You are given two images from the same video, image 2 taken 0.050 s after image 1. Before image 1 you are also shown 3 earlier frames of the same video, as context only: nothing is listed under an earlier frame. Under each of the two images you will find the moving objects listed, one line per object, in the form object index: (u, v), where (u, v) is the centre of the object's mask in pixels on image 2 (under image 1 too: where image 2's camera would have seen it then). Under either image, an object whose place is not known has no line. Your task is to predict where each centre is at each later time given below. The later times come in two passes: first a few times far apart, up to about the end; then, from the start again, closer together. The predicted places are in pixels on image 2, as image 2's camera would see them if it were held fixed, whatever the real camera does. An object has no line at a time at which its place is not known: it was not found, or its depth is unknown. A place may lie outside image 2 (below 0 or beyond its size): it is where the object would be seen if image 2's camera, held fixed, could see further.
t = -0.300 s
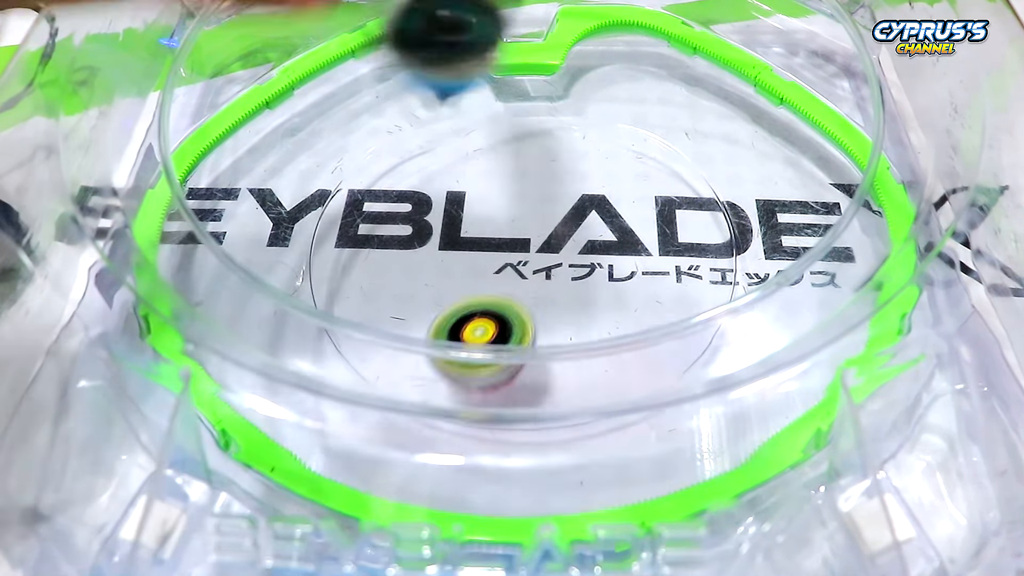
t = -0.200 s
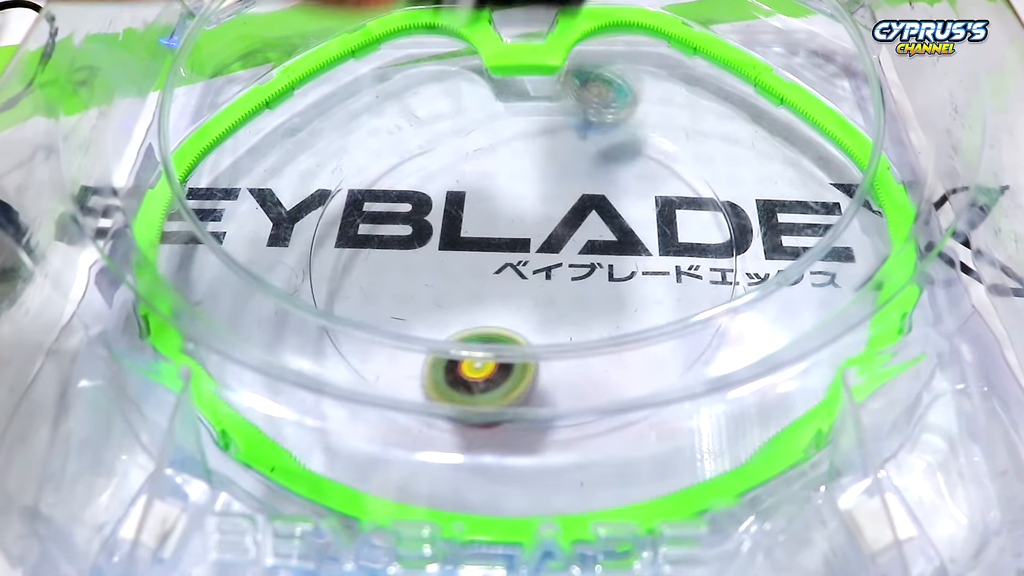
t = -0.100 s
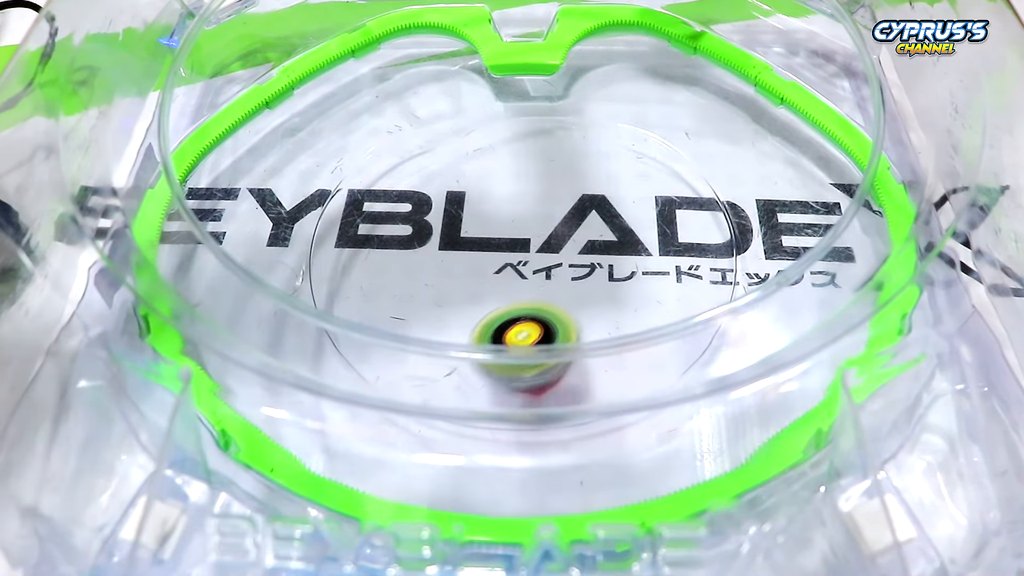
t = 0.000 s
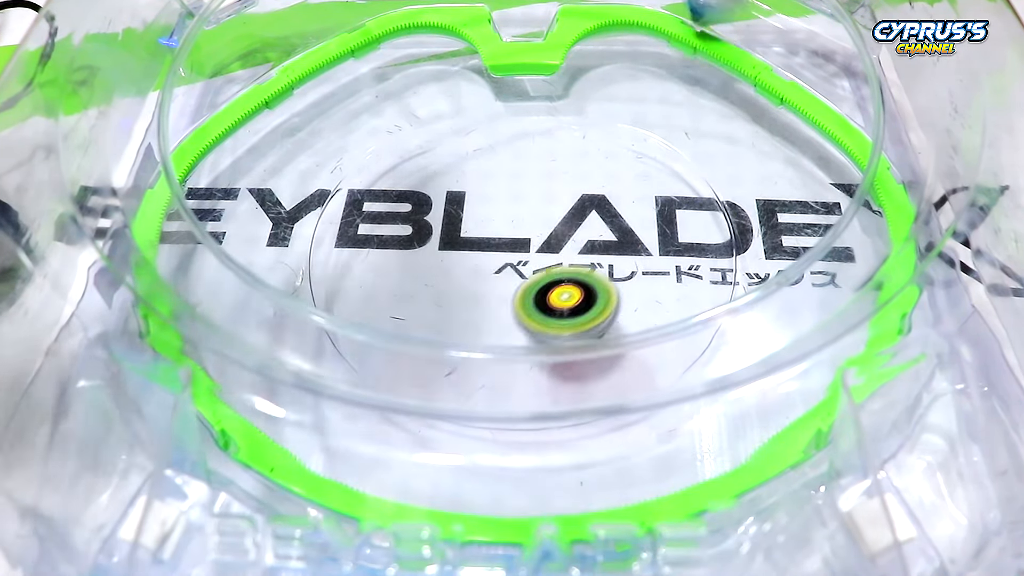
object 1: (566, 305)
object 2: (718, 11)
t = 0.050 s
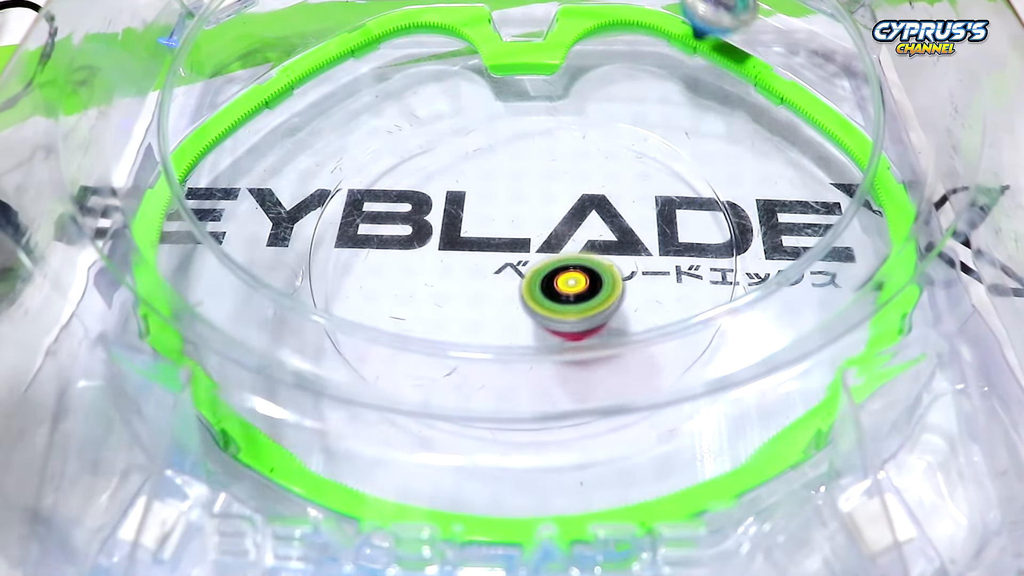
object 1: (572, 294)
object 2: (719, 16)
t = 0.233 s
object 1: (484, 272)
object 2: (677, 167)
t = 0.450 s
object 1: (389, 340)
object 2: (518, 310)
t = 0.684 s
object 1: (437, 61)
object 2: (852, 229)
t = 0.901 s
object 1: (636, 31)
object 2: (773, 130)
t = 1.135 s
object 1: (438, 246)
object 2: (838, 123)
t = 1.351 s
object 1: (285, 247)
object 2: (843, 171)
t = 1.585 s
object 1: (212, 162)
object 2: (832, 233)
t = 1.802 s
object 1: (366, 72)
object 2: (797, 275)
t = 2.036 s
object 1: (433, 29)
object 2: (714, 306)
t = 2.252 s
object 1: (478, 58)
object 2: (558, 280)
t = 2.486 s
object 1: (539, 109)
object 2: (436, 237)
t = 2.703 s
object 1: (597, 179)
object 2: (427, 267)
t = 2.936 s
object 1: (578, 248)
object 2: (488, 299)
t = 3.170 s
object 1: (623, 250)
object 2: (452, 299)
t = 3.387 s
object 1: (647, 238)
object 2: (449, 246)
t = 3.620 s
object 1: (592, 259)
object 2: (436, 203)
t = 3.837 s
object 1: (495, 295)
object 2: (422, 188)
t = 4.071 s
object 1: (421, 328)
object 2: (422, 189)
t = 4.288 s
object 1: (389, 332)
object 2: (462, 186)
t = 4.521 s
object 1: (436, 259)
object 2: (518, 158)
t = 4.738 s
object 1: (453, 213)
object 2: (556, 109)
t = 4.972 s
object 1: (337, 217)
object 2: (655, 46)
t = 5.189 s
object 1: (398, 121)
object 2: (637, 28)
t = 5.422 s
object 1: (536, 113)
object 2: (656, 22)
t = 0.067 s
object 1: (571, 290)
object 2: (719, 21)
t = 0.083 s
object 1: (568, 287)
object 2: (717, 30)
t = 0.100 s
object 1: (563, 283)
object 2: (712, 49)
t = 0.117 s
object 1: (558, 280)
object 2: (710, 75)
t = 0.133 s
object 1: (550, 277)
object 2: (707, 82)
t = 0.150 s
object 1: (541, 275)
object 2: (705, 86)
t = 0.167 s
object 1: (531, 273)
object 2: (701, 93)
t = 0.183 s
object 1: (520, 272)
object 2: (696, 108)
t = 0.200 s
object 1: (509, 271)
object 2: (690, 123)
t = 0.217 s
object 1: (497, 271)
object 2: (685, 147)
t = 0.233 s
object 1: (484, 272)
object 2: (677, 167)
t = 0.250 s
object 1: (472, 274)
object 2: (670, 176)
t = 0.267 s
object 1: (460, 275)
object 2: (659, 191)
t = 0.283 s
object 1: (448, 278)
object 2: (649, 210)
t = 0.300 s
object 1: (437, 282)
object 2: (639, 221)
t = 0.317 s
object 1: (428, 285)
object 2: (628, 236)
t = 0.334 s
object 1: (418, 291)
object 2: (612, 253)
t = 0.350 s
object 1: (410, 294)
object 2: (600, 260)
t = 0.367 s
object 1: (404, 297)
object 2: (588, 275)
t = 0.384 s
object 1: (399, 301)
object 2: (574, 288)
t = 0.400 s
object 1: (396, 305)
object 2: (560, 295)
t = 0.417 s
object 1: (393, 318)
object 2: (545, 300)
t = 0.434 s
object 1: (389, 331)
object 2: (530, 305)
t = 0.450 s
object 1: (389, 340)
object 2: (518, 310)
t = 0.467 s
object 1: (391, 349)
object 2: (505, 313)
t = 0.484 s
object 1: (392, 334)
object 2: (502, 316)
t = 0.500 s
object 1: (348, 281)
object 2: (532, 305)
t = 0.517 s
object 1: (295, 249)
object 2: (563, 289)
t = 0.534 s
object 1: (249, 212)
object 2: (598, 273)
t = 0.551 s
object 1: (263, 197)
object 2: (632, 264)
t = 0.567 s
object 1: (288, 186)
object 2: (664, 256)
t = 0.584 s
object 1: (311, 185)
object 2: (701, 251)
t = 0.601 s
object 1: (337, 184)
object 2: (731, 253)
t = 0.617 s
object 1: (356, 187)
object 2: (757, 255)
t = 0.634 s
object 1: (382, 163)
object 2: (786, 264)
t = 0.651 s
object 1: (399, 123)
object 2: (816, 250)
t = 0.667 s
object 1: (419, 89)
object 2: (833, 240)
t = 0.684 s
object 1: (437, 61)
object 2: (852, 229)
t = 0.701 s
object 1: (460, 38)
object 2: (869, 226)
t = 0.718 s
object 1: (482, 19)
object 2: (892, 230)
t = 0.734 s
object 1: (502, 14)
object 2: (897, 226)
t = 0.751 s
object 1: (522, 9)
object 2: (890, 215)
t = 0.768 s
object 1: (542, 8)
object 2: (870, 204)
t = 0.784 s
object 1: (558, 8)
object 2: (854, 198)
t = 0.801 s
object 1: (568, 9)
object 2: (841, 183)
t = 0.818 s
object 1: (577, 7)
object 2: (826, 174)
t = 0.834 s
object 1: (587, 8)
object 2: (818, 168)
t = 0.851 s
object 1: (598, 10)
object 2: (806, 157)
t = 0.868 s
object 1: (612, 14)
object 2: (794, 145)
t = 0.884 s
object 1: (626, 20)
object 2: (783, 139)
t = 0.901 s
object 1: (636, 31)
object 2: (773, 130)
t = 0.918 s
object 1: (647, 59)
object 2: (762, 122)
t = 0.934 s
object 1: (659, 84)
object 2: (753, 114)
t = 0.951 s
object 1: (653, 106)
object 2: (761, 114)
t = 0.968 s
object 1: (634, 119)
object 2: (774, 104)
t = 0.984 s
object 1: (614, 136)
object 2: (786, 98)
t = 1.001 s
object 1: (594, 158)
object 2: (799, 95)
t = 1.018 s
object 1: (573, 185)
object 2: (809, 97)
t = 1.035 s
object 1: (552, 209)
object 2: (819, 103)
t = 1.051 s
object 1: (537, 206)
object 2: (826, 114)
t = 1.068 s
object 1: (515, 206)
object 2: (832, 113)
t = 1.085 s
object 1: (495, 209)
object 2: (837, 112)
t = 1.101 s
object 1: (478, 218)
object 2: (839, 115)
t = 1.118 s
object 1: (456, 229)
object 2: (837, 121)
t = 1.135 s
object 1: (438, 246)
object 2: (838, 123)
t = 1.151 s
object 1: (419, 255)
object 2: (837, 126)
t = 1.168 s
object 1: (401, 255)
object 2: (837, 129)
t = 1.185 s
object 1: (382, 260)
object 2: (838, 132)
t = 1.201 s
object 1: (365, 260)
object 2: (839, 136)
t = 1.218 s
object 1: (346, 262)
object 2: (841, 140)
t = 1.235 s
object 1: (331, 261)
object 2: (842, 143)
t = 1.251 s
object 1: (323, 257)
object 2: (842, 147)
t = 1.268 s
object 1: (317, 256)
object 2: (843, 151)
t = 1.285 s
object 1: (312, 258)
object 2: (843, 155)
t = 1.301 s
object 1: (306, 255)
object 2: (843, 159)
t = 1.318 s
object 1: (299, 253)
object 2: (844, 163)
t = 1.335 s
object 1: (293, 252)
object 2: (844, 166)
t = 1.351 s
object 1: (285, 247)
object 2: (843, 171)
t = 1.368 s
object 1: (278, 244)
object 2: (844, 175)
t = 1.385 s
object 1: (272, 240)
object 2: (843, 179)
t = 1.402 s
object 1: (263, 234)
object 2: (843, 183)
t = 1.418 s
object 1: (256, 229)
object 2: (843, 188)
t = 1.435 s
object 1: (248, 222)
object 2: (842, 193)
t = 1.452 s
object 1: (242, 217)
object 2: (841, 197)
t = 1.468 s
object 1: (232, 208)
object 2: (840, 202)
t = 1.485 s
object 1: (225, 201)
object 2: (839, 206)
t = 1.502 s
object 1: (218, 194)
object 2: (838, 211)
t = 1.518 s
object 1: (212, 184)
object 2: (837, 216)
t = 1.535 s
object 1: (206, 179)
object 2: (836, 220)
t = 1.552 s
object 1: (189, 166)
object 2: (834, 224)
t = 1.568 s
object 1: (202, 164)
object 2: (834, 228)
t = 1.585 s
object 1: (212, 162)
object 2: (832, 233)
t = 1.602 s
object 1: (228, 151)
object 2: (831, 237)
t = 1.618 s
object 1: (242, 142)
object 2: (830, 240)
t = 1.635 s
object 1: (257, 138)
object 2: (828, 244)
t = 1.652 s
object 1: (273, 134)
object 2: (825, 248)
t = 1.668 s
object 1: (285, 124)
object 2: (824, 251)
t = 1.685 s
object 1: (297, 116)
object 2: (820, 254)
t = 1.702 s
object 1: (310, 113)
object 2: (817, 258)
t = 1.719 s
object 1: (321, 105)
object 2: (814, 261)
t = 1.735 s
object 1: (331, 98)
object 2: (810, 265)
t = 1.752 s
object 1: (341, 92)
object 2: (808, 267)
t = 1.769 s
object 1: (351, 86)
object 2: (804, 270)
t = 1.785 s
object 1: (358, 77)
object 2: (801, 272)
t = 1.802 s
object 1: (366, 72)
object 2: (797, 275)
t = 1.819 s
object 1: (373, 66)
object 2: (794, 278)
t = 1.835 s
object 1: (379, 58)
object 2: (790, 281)
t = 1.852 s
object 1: (386, 53)
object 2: (786, 282)
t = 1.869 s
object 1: (391, 45)
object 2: (781, 283)
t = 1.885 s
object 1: (396, 39)
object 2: (777, 283)
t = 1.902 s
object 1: (402, 33)
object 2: (771, 285)
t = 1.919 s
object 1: (407, 28)
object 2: (765, 289)
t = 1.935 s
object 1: (413, 25)
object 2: (758, 296)
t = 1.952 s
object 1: (416, 20)
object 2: (752, 297)
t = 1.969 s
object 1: (421, 19)
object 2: (745, 299)
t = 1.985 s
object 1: (423, 19)
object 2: (738, 300)
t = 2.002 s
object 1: (426, 22)
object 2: (731, 303)
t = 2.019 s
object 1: (430, 26)
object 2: (722, 305)
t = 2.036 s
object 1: (433, 29)
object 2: (714, 306)
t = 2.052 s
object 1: (435, 30)
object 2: (703, 307)
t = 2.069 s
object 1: (438, 33)
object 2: (695, 309)
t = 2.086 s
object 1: (441, 34)
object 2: (685, 311)
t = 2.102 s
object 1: (445, 37)
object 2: (670, 300)
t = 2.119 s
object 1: (449, 40)
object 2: (659, 300)
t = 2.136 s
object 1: (452, 43)
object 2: (648, 301)
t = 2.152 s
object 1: (456, 45)
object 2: (635, 300)
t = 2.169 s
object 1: (460, 47)
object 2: (623, 298)
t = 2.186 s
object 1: (464, 50)
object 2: (610, 298)
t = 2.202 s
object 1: (467, 50)
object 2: (596, 294)
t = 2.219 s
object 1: (470, 52)
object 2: (583, 290)
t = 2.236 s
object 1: (475, 57)
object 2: (570, 285)
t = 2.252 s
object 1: (478, 58)
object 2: (558, 280)
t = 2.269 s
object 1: (481, 55)
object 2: (545, 275)
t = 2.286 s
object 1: (485, 56)
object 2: (532, 270)
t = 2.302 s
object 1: (489, 62)
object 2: (521, 264)
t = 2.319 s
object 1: (493, 71)
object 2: (511, 260)
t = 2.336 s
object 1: (497, 71)
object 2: (500, 255)
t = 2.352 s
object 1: (500, 67)
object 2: (490, 251)
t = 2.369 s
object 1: (504, 67)
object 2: (481, 247)
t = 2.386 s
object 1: (507, 72)
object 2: (473, 244)
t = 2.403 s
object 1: (512, 81)
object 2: (465, 241)
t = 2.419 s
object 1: (516, 91)
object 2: (457, 239)
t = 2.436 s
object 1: (521, 92)
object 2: (451, 238)
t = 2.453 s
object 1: (526, 94)
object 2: (445, 237)
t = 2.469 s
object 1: (533, 101)
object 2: (440, 236)
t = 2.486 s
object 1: (539, 109)
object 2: (436, 237)
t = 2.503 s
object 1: (546, 113)
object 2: (432, 237)
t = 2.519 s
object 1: (552, 119)
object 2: (428, 238)
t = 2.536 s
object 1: (558, 127)
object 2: (426, 240)
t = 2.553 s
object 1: (563, 130)
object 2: (424, 242)
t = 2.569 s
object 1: (569, 130)
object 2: (422, 244)
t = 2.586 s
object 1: (575, 135)
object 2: (420, 246)
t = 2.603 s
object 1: (580, 145)
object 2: (420, 248)
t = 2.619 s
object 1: (586, 159)
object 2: (419, 251)
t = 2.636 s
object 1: (589, 163)
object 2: (420, 255)
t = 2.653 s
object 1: (591, 161)
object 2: (421, 257)
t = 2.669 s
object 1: (593, 162)
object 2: (423, 260)
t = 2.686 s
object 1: (596, 168)
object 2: (425, 264)
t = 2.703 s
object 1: (597, 179)
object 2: (427, 267)
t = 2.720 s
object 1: (599, 195)
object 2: (430, 270)
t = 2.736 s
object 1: (599, 203)
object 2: (433, 274)
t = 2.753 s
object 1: (598, 195)
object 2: (437, 277)
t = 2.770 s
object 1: (597, 190)
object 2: (441, 280)
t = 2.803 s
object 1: (594, 192)
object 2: (450, 286)
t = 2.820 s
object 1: (592, 201)
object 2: (455, 289)
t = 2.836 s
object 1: (590, 214)
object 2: (459, 291)
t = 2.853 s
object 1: (587, 230)
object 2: (464, 293)
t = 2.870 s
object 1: (584, 239)
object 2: (469, 295)
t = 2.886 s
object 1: (583, 236)
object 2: (474, 297)
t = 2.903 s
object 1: (581, 236)
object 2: (479, 298)
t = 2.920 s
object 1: (580, 239)
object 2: (483, 299)
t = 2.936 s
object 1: (578, 248)
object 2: (488, 299)
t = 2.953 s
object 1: (578, 259)
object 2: (490, 300)
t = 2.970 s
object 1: (580, 261)
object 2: (485, 302)
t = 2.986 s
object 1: (584, 252)
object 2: (481, 305)
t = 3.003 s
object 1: (588, 247)
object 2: (477, 306)
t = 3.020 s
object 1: (592, 246)
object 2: (473, 307)
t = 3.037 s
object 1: (596, 248)
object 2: (469, 307)
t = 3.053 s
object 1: (598, 254)
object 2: (466, 307)
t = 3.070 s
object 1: (602, 255)
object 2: (462, 307)
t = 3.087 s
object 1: (606, 252)
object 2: (460, 306)
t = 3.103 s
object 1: (609, 253)
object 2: (457, 306)
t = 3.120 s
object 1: (612, 256)
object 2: (456, 305)
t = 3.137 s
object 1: (616, 250)
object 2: (454, 303)
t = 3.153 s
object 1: (620, 248)
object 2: (453, 301)
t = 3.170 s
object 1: (623, 250)
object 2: (452, 299)
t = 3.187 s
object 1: (626, 255)
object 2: (452, 296)
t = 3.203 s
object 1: (630, 249)
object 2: (451, 292)
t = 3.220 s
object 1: (633, 243)
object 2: (451, 289)
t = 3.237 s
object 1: (636, 240)
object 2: (451, 284)
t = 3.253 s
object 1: (638, 242)
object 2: (451, 280)
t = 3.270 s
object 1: (640, 247)
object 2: (450, 276)
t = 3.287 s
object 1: (641, 250)
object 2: (450, 272)
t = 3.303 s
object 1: (644, 239)
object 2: (450, 267)
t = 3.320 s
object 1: (646, 232)
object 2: (449, 263)
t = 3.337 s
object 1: (647, 228)
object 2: (449, 258)
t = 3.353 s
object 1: (648, 228)
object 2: (449, 254)
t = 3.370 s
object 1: (647, 232)
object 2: (449, 250)
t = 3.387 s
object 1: (647, 238)
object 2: (449, 246)
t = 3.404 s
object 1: (646, 234)
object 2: (448, 241)
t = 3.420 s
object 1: (644, 232)
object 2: (448, 238)
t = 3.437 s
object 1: (642, 232)
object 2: (447, 234)
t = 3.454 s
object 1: (640, 236)
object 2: (447, 230)
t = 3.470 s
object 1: (637, 240)
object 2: (446, 226)
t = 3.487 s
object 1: (634, 237)
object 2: (446, 223)
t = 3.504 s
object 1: (631, 236)
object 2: (445, 220)
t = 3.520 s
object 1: (626, 239)
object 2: (444, 217)
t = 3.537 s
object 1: (621, 246)
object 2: (443, 215)
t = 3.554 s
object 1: (616, 249)
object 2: (442, 212)
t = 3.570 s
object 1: (610, 245)
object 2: (440, 209)
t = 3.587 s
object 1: (604, 246)
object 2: (439, 207)
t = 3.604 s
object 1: (598, 251)
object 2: (437, 205)
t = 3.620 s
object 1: (592, 259)
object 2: (436, 203)
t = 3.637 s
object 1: (586, 259)
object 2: (435, 201)
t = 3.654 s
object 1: (580, 257)
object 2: (434, 199)
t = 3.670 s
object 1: (574, 257)
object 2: (432, 197)
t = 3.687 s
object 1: (566, 261)
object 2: (431, 196)
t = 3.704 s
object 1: (559, 269)
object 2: (430, 194)
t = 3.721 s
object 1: (552, 278)
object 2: (429, 193)
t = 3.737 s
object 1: (544, 277)
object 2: (428, 192)
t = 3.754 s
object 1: (536, 278)
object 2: (427, 191)
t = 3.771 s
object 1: (527, 283)
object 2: (426, 190)
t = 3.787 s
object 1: (519, 288)
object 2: (425, 189)
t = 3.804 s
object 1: (511, 287)
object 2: (425, 189)
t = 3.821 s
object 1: (503, 290)
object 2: (424, 188)
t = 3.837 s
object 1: (495, 295)
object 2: (422, 188)
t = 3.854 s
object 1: (487, 296)
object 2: (421, 187)
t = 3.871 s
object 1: (479, 299)
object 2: (420, 187)
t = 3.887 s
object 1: (472, 303)
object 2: (419, 186)
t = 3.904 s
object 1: (465, 302)
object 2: (418, 186)
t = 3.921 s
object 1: (458, 302)
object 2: (418, 186)
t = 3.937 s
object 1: (453, 303)
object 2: (418, 186)
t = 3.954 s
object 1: (449, 307)
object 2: (417, 187)
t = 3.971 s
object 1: (444, 310)
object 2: (418, 187)
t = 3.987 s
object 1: (439, 310)
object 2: (418, 187)
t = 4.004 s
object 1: (435, 311)
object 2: (418, 188)
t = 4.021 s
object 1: (431, 313)
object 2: (419, 188)
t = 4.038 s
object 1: (427, 312)
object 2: (420, 188)
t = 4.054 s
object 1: (424, 312)
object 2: (421, 189)
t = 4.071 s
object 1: (421, 328)
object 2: (422, 189)
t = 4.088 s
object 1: (417, 332)
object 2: (424, 189)
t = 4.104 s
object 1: (416, 328)
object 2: (426, 190)
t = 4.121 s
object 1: (414, 328)
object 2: (428, 190)
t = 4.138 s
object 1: (412, 334)
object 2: (430, 190)
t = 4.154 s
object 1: (411, 337)
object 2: (433, 190)
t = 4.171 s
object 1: (410, 336)
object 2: (436, 190)
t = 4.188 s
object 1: (407, 336)
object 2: (439, 189)
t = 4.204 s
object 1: (403, 335)
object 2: (443, 189)
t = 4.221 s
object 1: (399, 349)
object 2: (446, 188)
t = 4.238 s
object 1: (399, 334)
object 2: (450, 188)
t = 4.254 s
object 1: (396, 333)
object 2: (454, 187)
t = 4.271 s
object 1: (391, 347)
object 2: (458, 187)
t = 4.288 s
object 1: (389, 332)
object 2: (462, 186)
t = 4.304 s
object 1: (387, 332)
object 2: (467, 185)
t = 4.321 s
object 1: (387, 332)
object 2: (471, 184)
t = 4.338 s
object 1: (389, 331)
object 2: (476, 183)
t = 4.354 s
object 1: (393, 322)
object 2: (480, 181)
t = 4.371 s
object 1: (399, 310)
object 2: (484, 179)
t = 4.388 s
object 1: (401, 306)
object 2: (489, 177)
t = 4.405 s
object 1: (404, 302)
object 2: (493, 175)
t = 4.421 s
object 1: (408, 301)
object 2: (498, 171)
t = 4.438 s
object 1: (412, 294)
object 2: (502, 170)
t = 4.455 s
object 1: (416, 287)
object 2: (505, 167)
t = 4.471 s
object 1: (421, 283)
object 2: (509, 165)
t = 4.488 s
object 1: (426, 281)
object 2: (512, 163)
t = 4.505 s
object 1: (432, 269)
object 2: (515, 161)
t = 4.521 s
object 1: (436, 259)
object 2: (518, 158)
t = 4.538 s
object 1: (441, 252)
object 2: (520, 156)
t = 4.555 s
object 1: (446, 249)
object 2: (522, 154)
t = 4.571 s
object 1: (453, 250)
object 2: (523, 152)
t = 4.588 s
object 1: (457, 241)
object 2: (524, 150)
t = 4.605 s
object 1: (462, 228)
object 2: (525, 148)
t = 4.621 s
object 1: (467, 219)
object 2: (525, 147)
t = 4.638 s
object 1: (471, 212)
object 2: (524, 146)
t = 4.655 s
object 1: (477, 211)
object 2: (523, 145)
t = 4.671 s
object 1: (482, 212)
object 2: (523, 144)
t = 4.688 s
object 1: (488, 216)
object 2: (522, 143)
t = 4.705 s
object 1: (483, 214)
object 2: (526, 136)
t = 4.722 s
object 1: (470, 216)
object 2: (542, 122)
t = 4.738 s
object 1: (453, 213)
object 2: (556, 109)
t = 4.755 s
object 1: (440, 214)
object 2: (569, 102)
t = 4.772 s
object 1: (426, 220)
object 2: (582, 95)
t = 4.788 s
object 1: (414, 229)
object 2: (592, 85)
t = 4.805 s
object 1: (400, 237)
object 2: (602, 79)
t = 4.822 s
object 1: (389, 238)
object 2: (611, 74)
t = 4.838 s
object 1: (380, 241)
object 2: (621, 68)
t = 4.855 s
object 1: (371, 239)
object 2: (629, 65)
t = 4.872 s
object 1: (363, 241)
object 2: (634, 61)
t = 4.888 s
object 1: (356, 237)
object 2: (640, 58)
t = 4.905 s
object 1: (349, 236)
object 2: (645, 55)
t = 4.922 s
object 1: (344, 233)
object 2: (649, 53)
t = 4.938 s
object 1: (341, 228)
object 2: (651, 50)
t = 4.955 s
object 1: (338, 224)
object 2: (654, 48)
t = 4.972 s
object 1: (337, 217)
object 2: (655, 46)
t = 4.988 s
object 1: (336, 212)
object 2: (656, 44)
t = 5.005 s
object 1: (335, 204)
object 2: (656, 41)
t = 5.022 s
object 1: (336, 196)
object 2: (655, 40)
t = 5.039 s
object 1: (339, 190)
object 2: (655, 38)
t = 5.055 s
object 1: (345, 183)
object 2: (654, 37)
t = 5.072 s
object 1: (351, 177)
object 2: (653, 34)
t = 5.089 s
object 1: (358, 169)
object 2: (651, 34)
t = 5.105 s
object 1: (365, 163)
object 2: (648, 32)
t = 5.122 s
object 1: (371, 154)
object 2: (646, 31)
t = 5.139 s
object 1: (378, 146)
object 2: (644, 29)
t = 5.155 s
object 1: (385, 137)
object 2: (641, 29)
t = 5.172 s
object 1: (392, 129)
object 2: (639, 28)
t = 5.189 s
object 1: (398, 121)
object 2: (637, 28)
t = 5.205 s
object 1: (405, 113)
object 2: (636, 26)
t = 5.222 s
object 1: (412, 107)
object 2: (634, 26)
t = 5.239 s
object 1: (421, 102)
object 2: (632, 26)
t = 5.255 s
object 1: (431, 100)
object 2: (632, 25)
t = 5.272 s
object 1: (441, 99)
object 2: (633, 24)
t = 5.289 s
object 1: (453, 99)
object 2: (633, 23)
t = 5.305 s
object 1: (465, 103)
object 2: (635, 22)
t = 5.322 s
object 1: (476, 102)
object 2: (637, 22)
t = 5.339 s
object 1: (486, 102)
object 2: (640, 21)
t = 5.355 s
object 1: (497, 106)
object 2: (643, 21)
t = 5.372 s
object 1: (508, 106)
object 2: (647, 21)
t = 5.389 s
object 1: (517, 106)
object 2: (651, 20)
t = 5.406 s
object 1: (526, 109)
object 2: (654, 21)
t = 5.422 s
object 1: (536, 113)
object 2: (656, 22)
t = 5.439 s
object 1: (543, 110)
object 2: (656, 23)
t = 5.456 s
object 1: (550, 109)
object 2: (658, 24)
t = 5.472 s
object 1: (557, 112)
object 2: (659, 25)
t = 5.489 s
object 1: (565, 121)
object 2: (660, 25)
